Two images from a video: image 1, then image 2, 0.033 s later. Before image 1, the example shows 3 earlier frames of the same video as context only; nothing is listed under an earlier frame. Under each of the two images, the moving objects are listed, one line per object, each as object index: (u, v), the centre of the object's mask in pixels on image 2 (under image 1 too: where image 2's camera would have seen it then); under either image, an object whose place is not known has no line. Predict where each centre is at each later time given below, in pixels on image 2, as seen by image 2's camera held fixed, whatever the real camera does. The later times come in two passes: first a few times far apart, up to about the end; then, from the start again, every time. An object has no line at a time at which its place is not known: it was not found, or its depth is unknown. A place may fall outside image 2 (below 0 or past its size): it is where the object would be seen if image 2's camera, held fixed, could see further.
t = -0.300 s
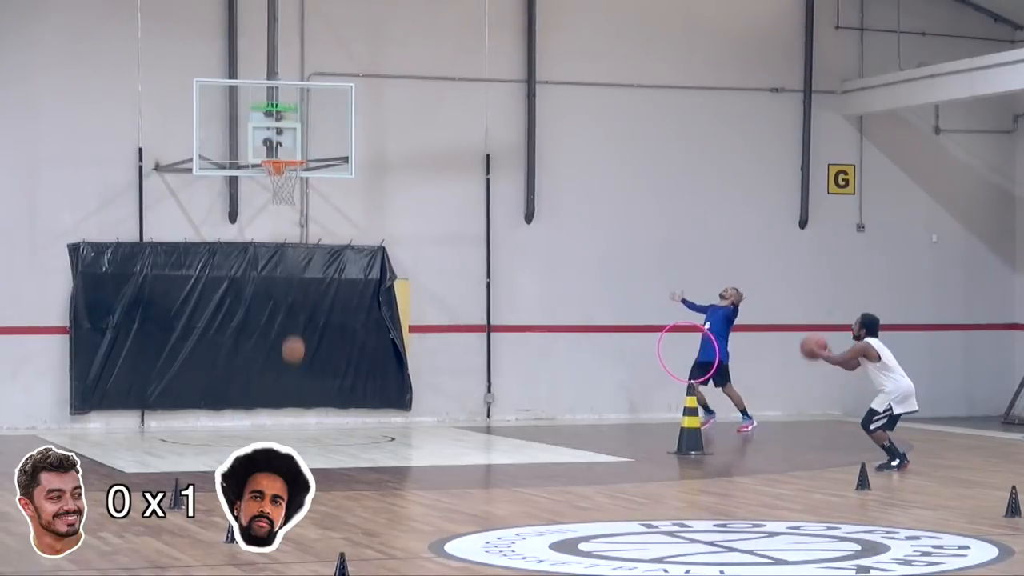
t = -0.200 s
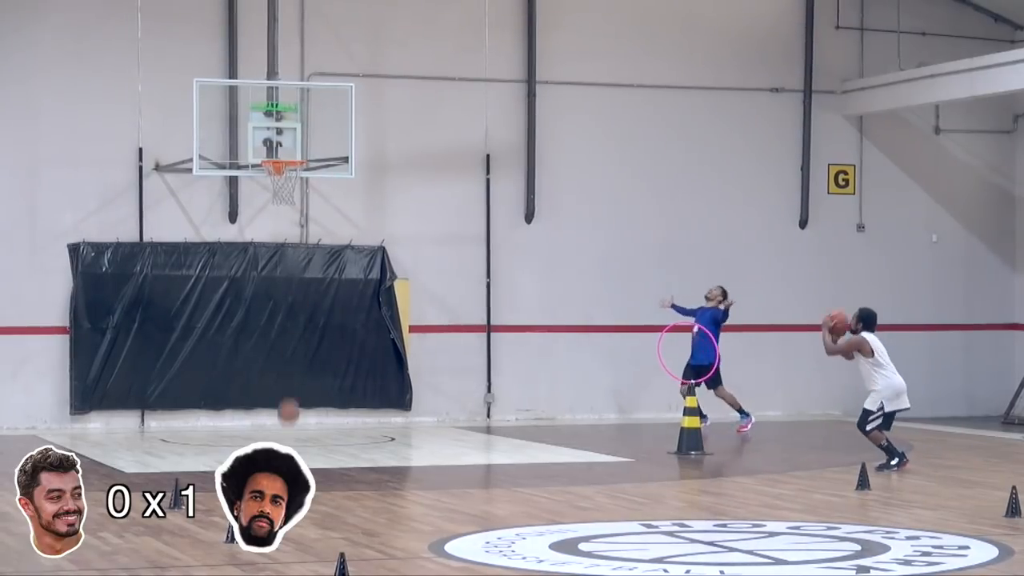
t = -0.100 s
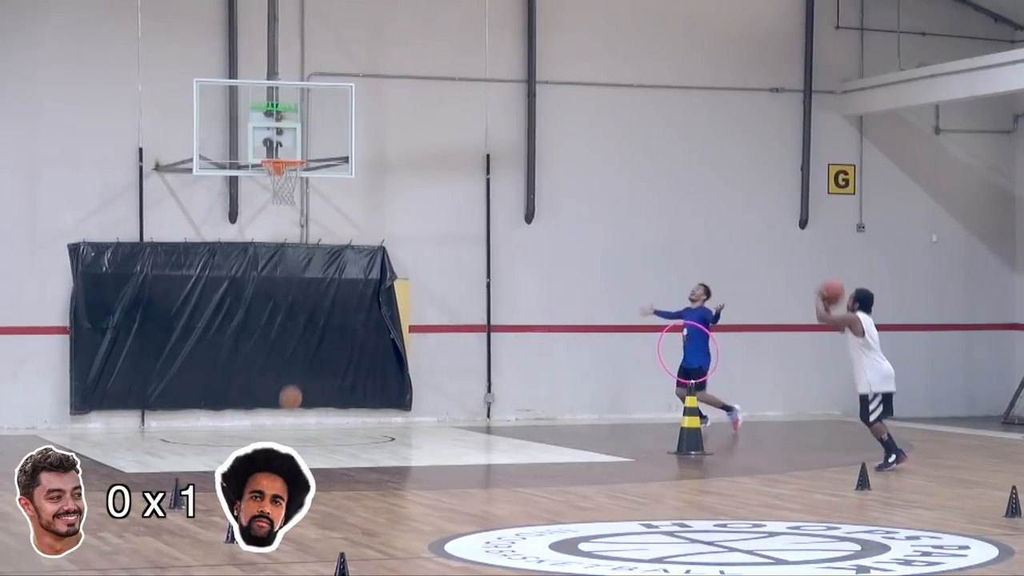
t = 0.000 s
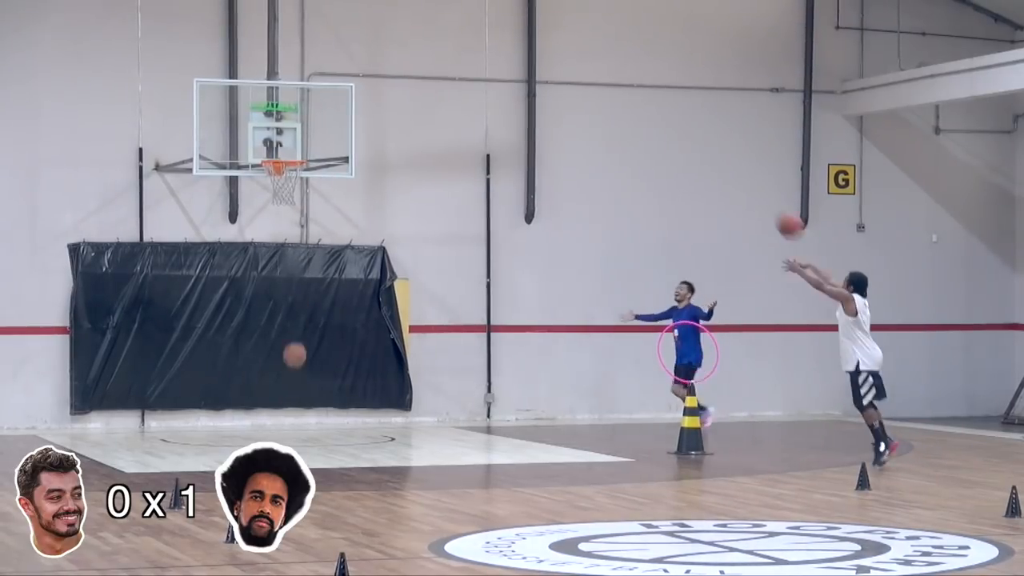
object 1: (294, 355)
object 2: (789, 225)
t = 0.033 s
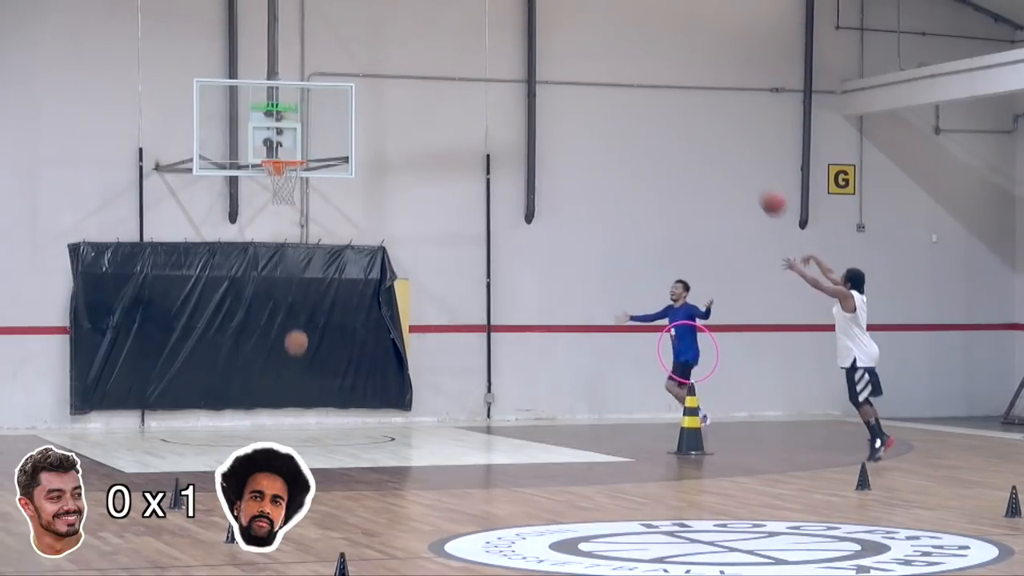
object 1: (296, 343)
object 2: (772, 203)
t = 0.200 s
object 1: (303, 295)
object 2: (693, 112)
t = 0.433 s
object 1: (313, 271)
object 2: (589, 37)
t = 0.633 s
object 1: (321, 290)
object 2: (506, 16)
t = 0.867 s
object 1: (331, 361)
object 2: (414, 40)
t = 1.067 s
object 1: (338, 421)
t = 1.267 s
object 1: (344, 361)
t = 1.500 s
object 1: (351, 339)
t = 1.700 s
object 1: (357, 361)
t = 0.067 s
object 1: (297, 331)
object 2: (756, 183)
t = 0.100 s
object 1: (299, 320)
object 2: (740, 164)
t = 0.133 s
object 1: (300, 311)
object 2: (724, 145)
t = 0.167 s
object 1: (302, 302)
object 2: (708, 129)
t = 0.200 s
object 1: (303, 295)
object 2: (693, 112)
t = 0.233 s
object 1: (304, 289)
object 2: (678, 99)
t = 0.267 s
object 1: (306, 283)
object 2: (663, 85)
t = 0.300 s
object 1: (307, 279)
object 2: (647, 73)
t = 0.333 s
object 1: (308, 275)
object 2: (633, 62)
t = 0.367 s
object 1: (310, 273)
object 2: (618, 53)
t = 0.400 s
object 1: (312, 271)
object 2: (604, 44)
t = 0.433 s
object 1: (313, 271)
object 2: (589, 37)
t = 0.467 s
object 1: (314, 272)
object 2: (575, 31)
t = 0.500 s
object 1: (315, 273)
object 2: (561, 26)
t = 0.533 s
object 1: (316, 276)
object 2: (547, 22)
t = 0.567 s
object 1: (318, 280)
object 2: (533, 20)
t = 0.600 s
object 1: (320, 285)
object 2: (521, 17)
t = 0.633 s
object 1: (321, 290)
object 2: (506, 16)
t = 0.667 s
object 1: (323, 297)
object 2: (492, 17)
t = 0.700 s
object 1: (324, 305)
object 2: (479, 18)
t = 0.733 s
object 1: (325, 315)
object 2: (466, 20)
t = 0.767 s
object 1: (327, 324)
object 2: (452, 24)
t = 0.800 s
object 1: (328, 336)
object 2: (439, 28)
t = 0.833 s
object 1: (329, 348)
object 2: (426, 34)
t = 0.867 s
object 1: (331, 361)
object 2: (414, 40)
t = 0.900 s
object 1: (332, 376)
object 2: (401, 47)
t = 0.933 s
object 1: (333, 392)
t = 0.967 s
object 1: (335, 406)
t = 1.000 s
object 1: (336, 426)
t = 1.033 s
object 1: (337, 435)
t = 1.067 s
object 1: (338, 421)
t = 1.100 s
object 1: (339, 408)
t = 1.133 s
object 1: (340, 397)
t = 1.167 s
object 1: (341, 387)
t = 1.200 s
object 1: (342, 378)
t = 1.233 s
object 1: (343, 369)
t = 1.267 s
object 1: (344, 361)
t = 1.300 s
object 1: (345, 355)
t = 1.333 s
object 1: (346, 350)
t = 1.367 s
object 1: (347, 345)
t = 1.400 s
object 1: (348, 342)
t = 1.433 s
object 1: (349, 340)
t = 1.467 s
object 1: (350, 339)
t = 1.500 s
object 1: (351, 339)
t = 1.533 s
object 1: (352, 340)
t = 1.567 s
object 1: (353, 342)
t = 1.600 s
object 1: (354, 345)
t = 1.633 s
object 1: (355, 349)
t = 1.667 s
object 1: (356, 354)
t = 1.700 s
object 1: (357, 361)
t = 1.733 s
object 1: (358, 368)
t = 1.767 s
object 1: (359, 377)
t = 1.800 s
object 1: (360, 387)
